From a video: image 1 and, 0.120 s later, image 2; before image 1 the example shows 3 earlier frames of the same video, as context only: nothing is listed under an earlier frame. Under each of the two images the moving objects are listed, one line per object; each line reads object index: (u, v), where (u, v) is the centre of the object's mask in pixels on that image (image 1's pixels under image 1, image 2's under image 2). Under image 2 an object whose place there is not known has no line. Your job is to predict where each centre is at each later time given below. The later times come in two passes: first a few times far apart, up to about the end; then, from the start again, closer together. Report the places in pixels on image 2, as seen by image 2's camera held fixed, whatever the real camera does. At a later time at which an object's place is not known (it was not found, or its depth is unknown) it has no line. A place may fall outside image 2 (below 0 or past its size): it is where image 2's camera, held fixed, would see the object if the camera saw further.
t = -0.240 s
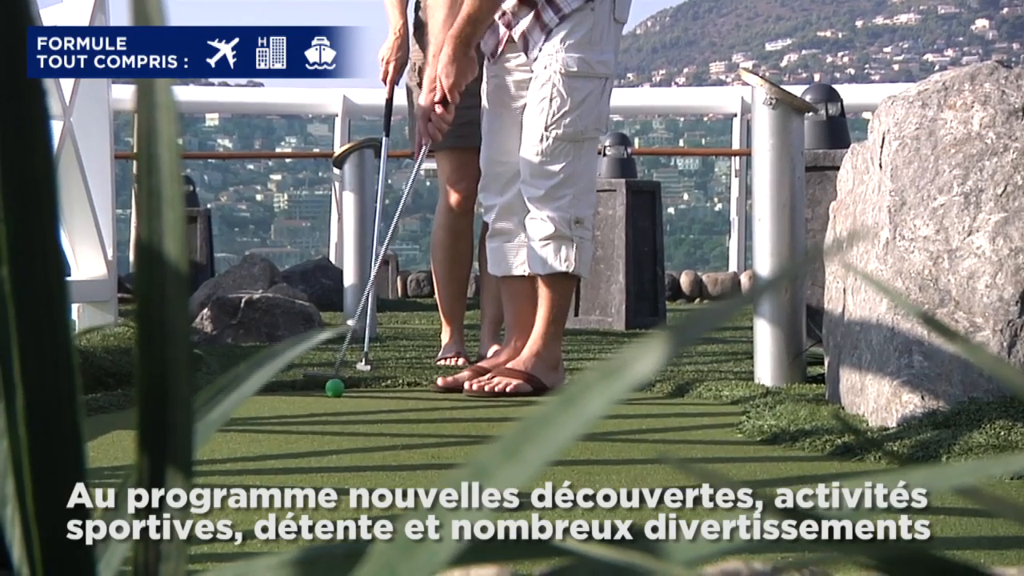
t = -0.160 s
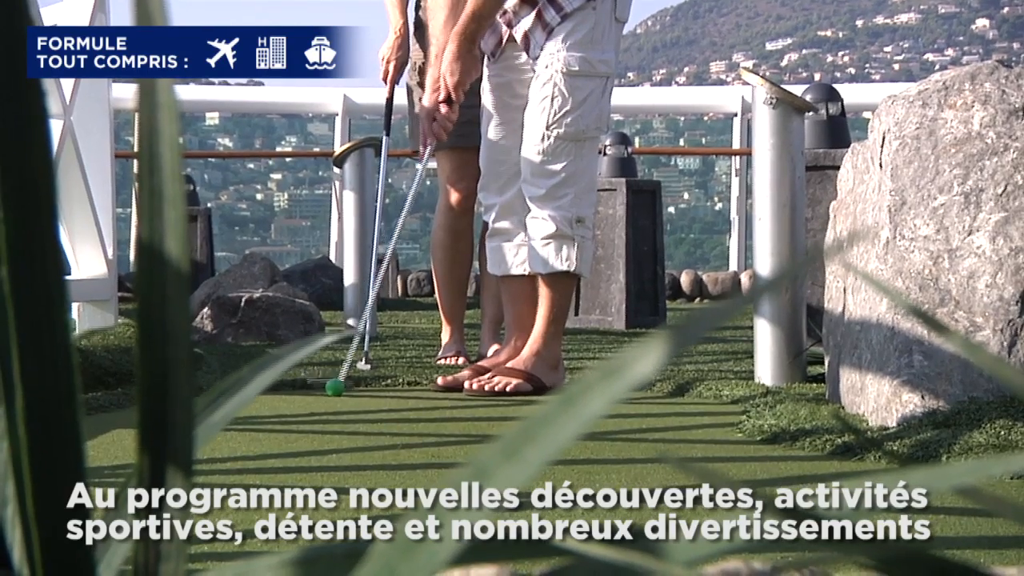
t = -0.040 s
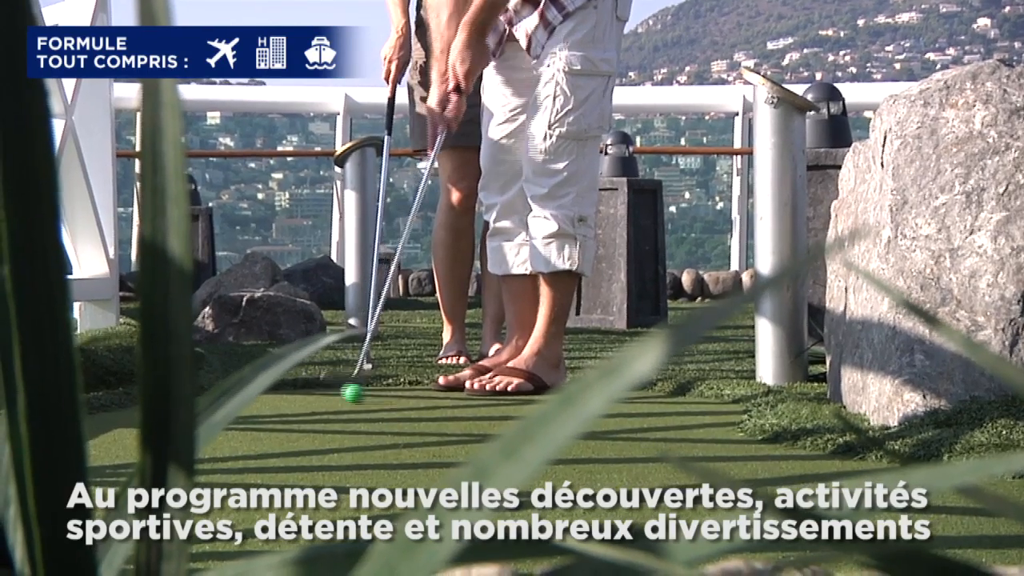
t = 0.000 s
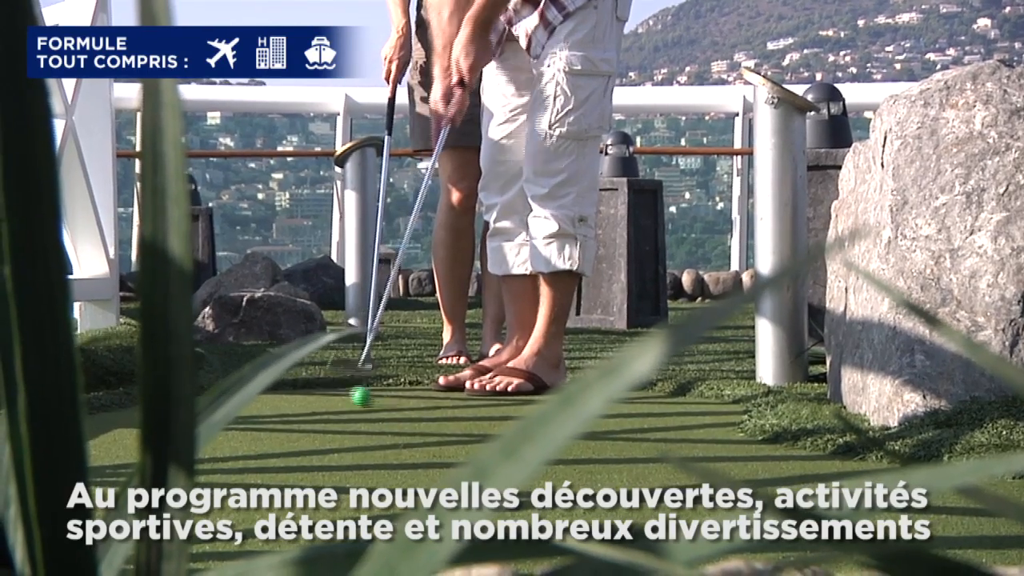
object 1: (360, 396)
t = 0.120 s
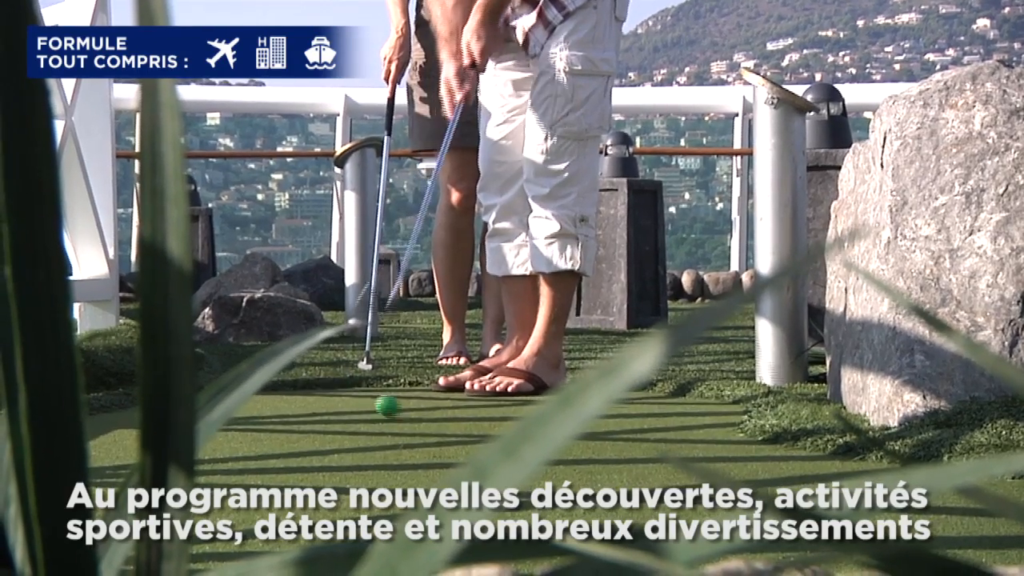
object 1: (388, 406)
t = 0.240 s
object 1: (411, 417)
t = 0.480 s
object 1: (466, 435)
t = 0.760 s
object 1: (556, 471)
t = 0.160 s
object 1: (397, 410)
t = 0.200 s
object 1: (403, 411)
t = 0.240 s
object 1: (411, 417)
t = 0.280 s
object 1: (421, 420)
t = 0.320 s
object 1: (431, 423)
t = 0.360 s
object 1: (439, 427)
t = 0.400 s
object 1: (449, 429)
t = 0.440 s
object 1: (457, 433)
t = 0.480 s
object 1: (466, 435)
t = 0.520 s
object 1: (477, 438)
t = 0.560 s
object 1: (484, 439)
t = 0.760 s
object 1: (556, 471)
